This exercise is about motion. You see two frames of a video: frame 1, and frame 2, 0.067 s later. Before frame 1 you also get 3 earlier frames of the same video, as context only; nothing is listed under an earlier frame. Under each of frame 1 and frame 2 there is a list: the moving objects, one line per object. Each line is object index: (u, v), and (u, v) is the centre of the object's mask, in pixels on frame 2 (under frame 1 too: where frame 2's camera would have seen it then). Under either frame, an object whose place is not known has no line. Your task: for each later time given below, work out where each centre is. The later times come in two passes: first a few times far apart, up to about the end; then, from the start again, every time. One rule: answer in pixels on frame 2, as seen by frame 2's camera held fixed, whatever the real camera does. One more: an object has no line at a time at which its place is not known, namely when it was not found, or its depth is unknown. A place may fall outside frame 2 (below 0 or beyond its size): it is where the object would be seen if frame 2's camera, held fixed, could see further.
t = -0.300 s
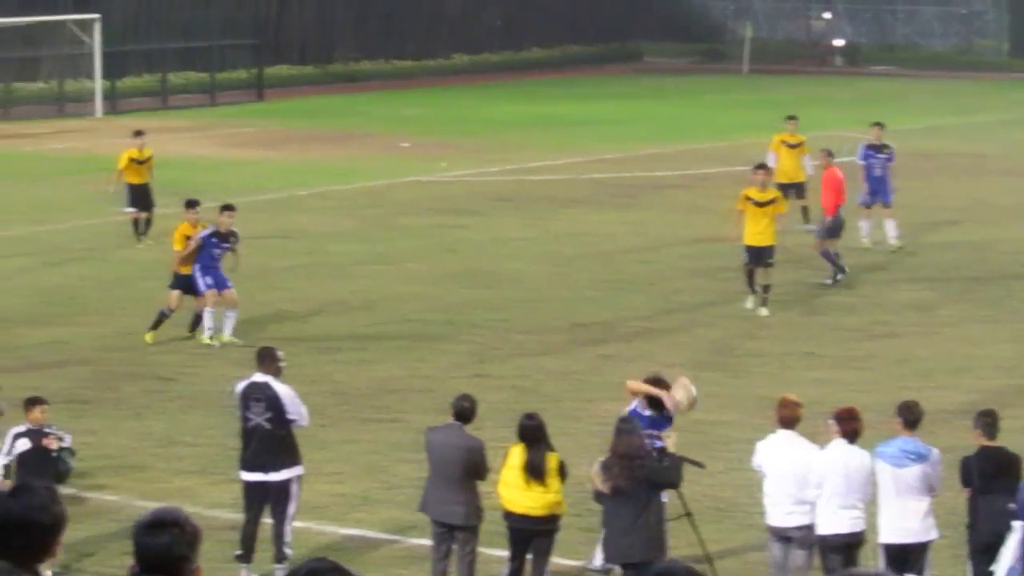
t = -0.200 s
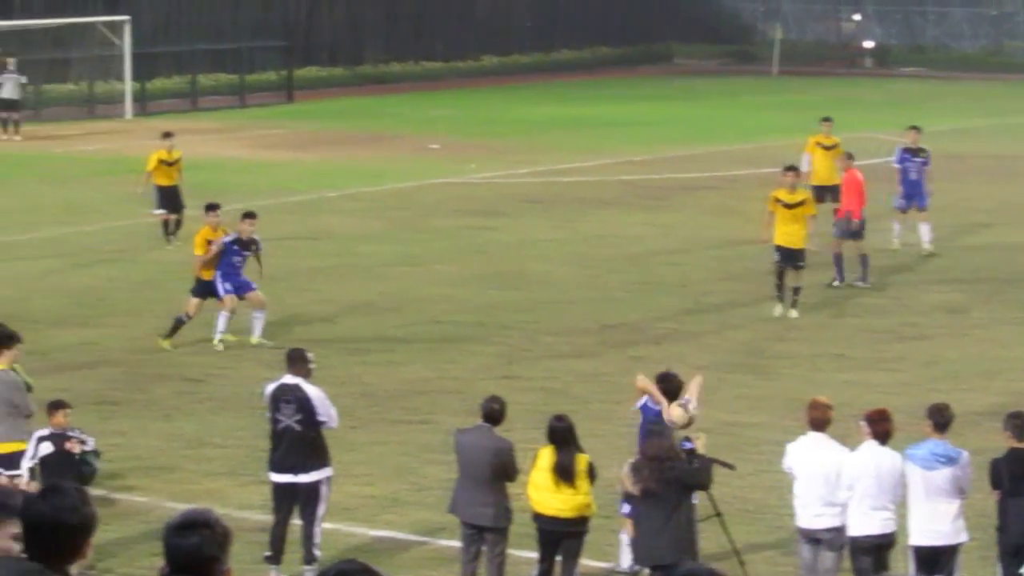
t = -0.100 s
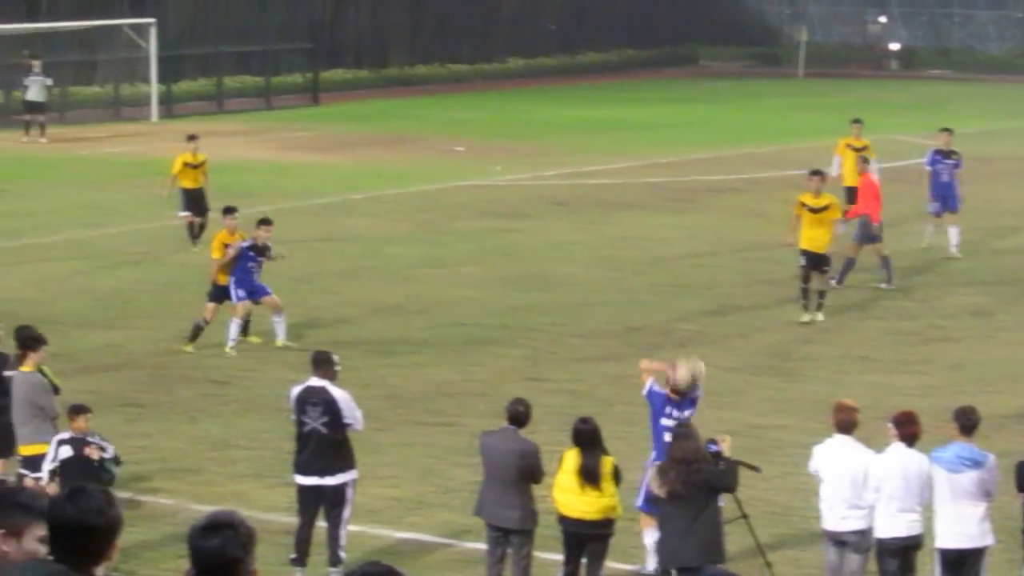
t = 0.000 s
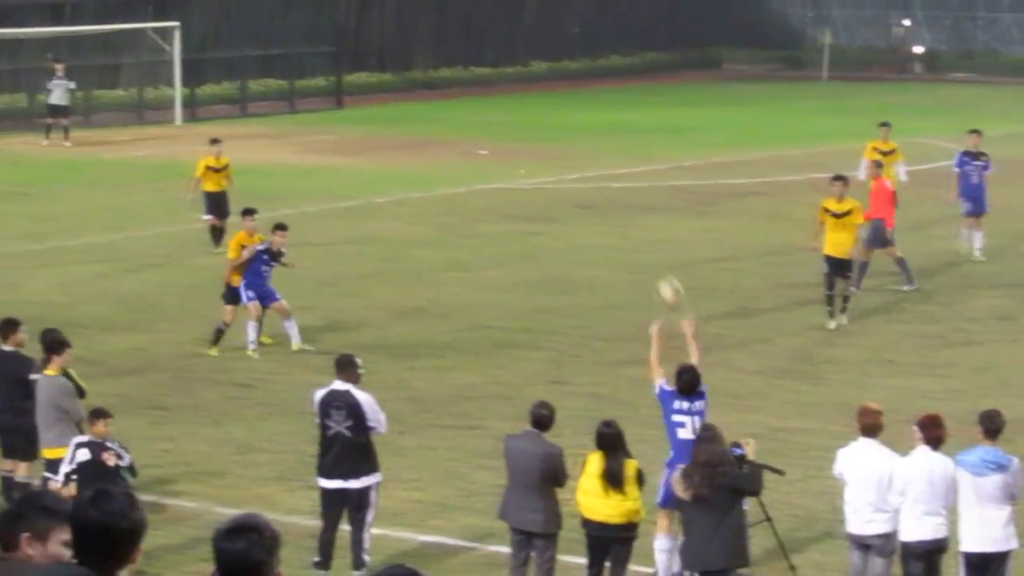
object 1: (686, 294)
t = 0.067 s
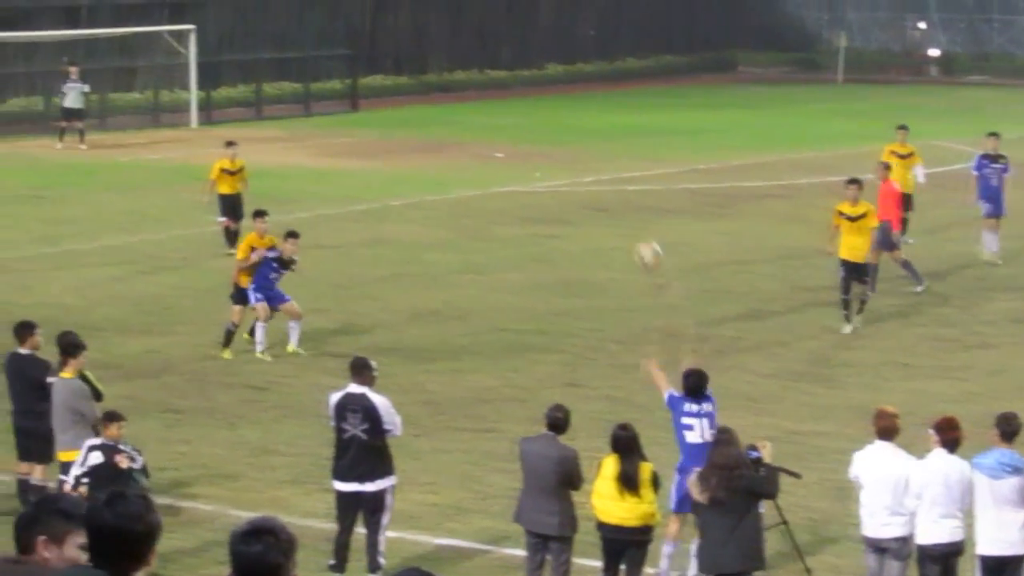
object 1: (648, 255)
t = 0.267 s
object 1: (551, 178)
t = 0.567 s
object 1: (431, 159)
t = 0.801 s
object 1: (355, 209)
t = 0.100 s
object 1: (631, 237)
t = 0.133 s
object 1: (614, 222)
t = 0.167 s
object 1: (598, 209)
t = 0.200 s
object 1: (581, 196)
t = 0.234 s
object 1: (567, 187)
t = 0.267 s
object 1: (551, 178)
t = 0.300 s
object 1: (536, 170)
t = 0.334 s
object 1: (522, 164)
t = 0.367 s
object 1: (507, 159)
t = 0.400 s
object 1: (493, 155)
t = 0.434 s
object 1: (480, 154)
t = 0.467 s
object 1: (466, 153)
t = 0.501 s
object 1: (454, 154)
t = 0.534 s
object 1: (442, 156)
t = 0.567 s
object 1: (431, 159)
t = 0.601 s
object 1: (420, 163)
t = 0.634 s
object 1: (408, 169)
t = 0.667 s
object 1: (397, 175)
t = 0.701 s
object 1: (387, 182)
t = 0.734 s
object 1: (375, 189)
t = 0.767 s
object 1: (364, 200)
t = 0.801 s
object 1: (355, 209)
